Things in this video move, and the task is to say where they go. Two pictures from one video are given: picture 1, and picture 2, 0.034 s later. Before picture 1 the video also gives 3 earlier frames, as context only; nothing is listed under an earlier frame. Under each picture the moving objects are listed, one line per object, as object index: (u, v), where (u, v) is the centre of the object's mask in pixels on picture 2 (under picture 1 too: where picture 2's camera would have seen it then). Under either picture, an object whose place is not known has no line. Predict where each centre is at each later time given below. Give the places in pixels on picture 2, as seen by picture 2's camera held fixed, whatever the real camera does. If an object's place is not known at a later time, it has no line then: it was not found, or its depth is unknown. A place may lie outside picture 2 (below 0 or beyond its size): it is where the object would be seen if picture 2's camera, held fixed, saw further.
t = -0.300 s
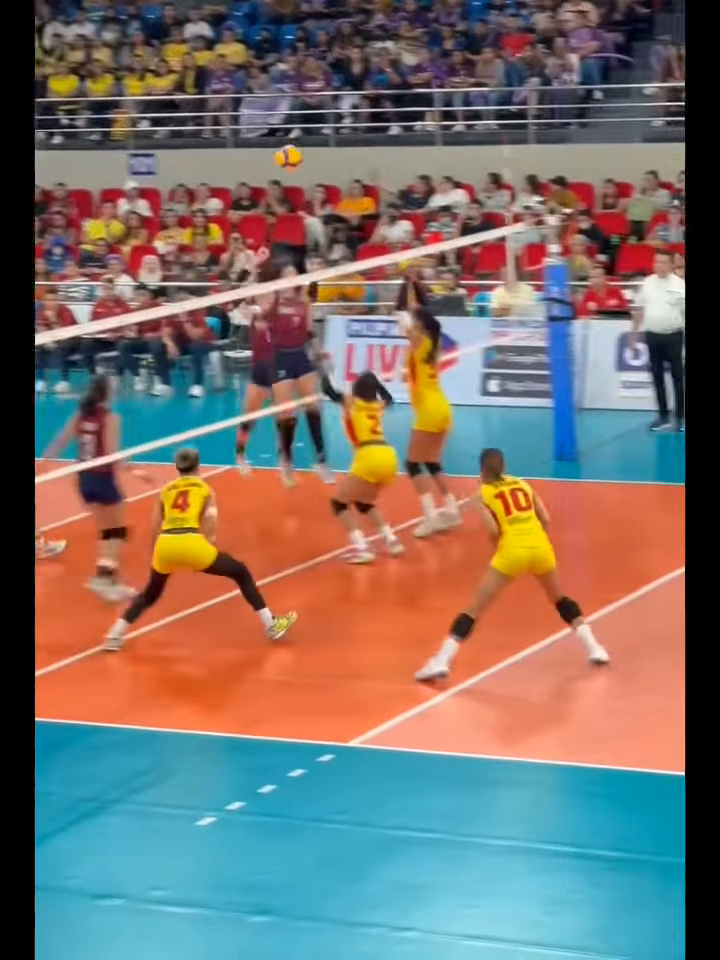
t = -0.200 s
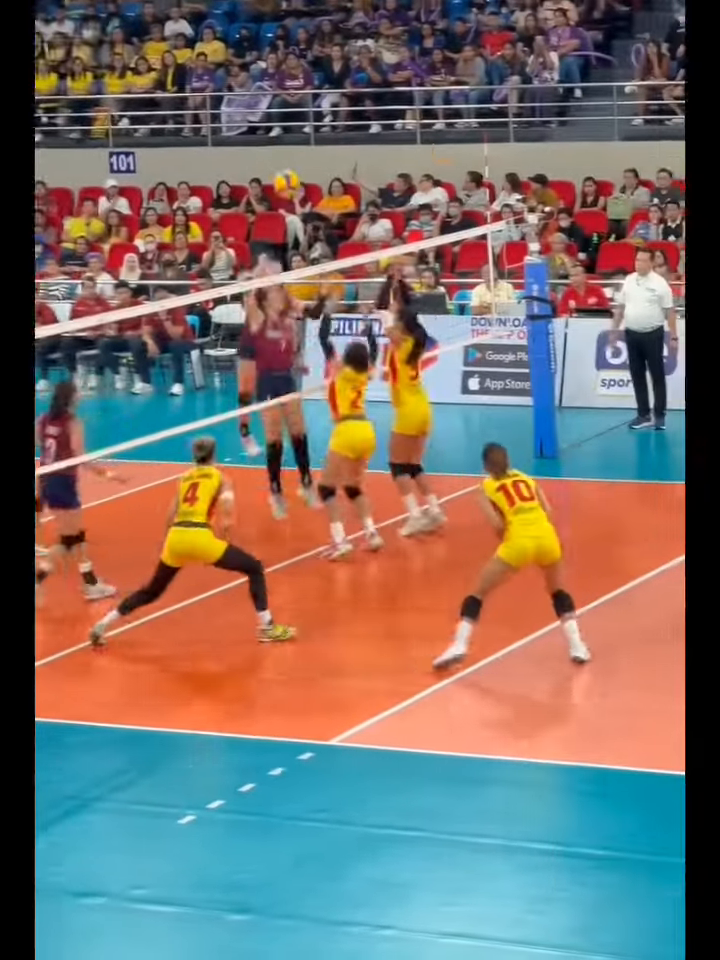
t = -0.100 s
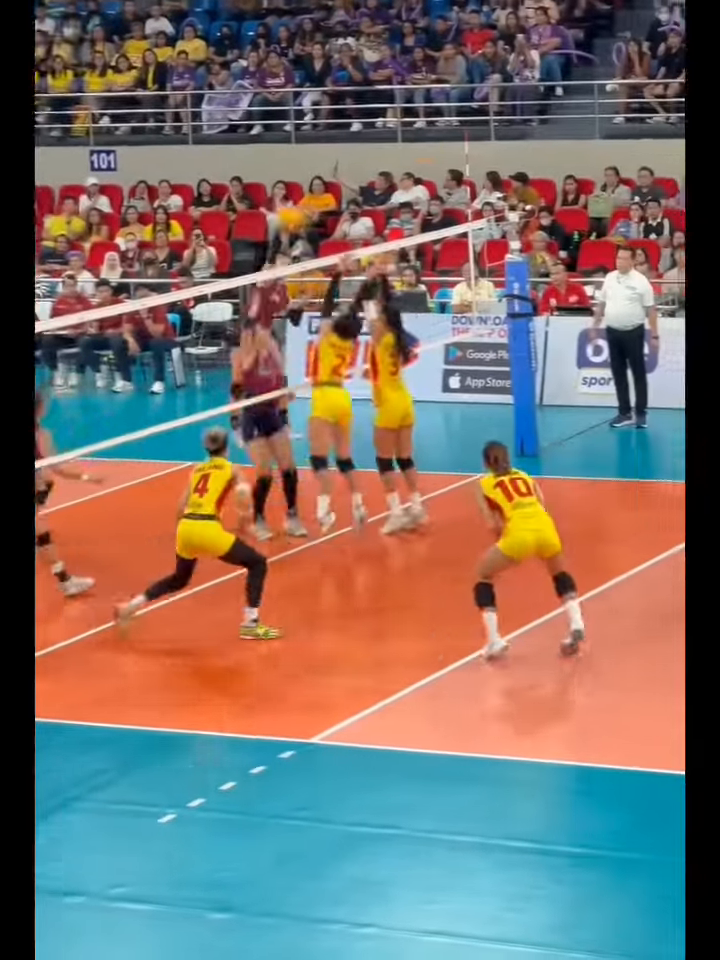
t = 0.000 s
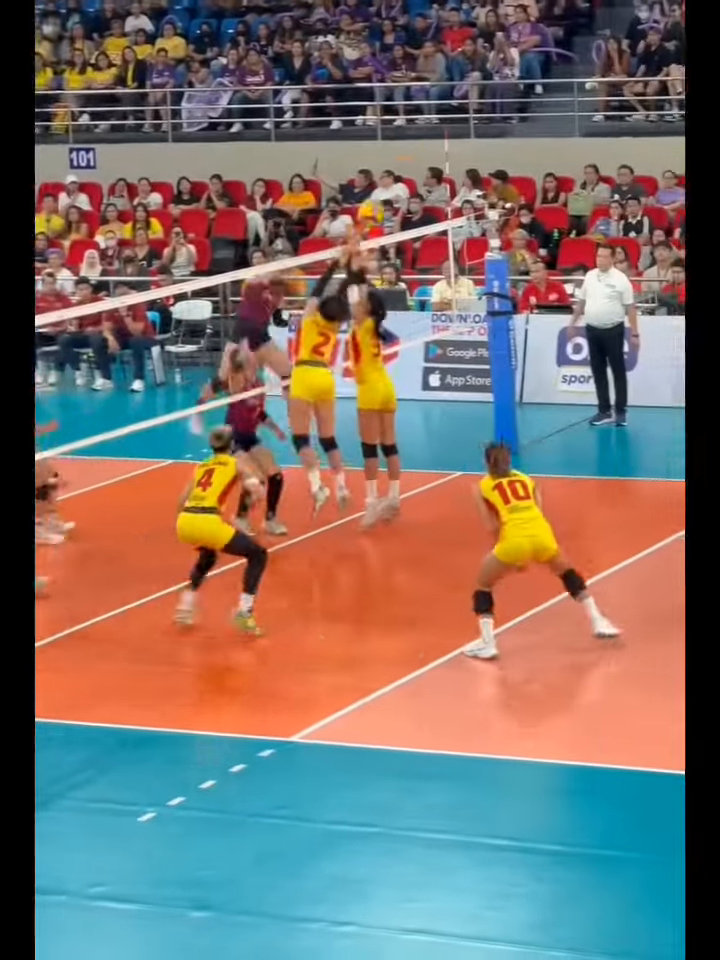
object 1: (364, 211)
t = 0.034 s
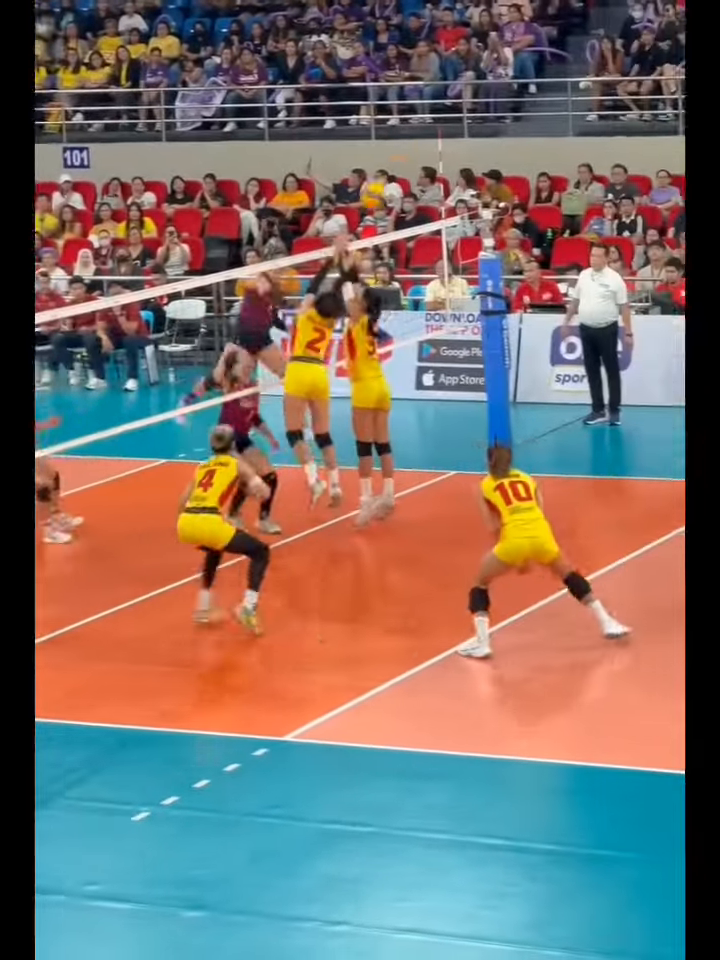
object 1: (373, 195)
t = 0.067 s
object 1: (381, 176)
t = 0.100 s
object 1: (387, 157)
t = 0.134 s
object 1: (393, 141)
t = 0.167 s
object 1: (403, 128)
